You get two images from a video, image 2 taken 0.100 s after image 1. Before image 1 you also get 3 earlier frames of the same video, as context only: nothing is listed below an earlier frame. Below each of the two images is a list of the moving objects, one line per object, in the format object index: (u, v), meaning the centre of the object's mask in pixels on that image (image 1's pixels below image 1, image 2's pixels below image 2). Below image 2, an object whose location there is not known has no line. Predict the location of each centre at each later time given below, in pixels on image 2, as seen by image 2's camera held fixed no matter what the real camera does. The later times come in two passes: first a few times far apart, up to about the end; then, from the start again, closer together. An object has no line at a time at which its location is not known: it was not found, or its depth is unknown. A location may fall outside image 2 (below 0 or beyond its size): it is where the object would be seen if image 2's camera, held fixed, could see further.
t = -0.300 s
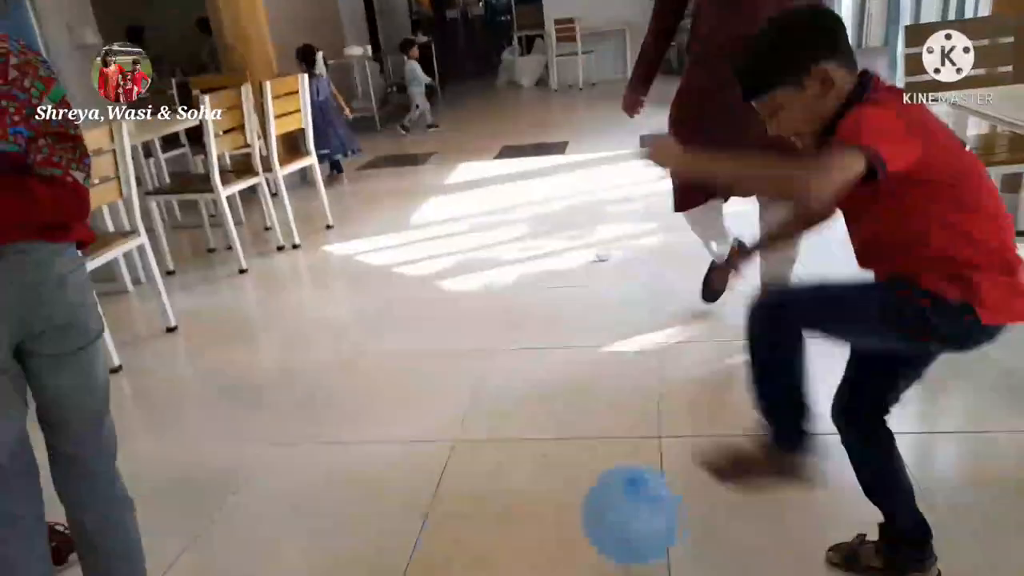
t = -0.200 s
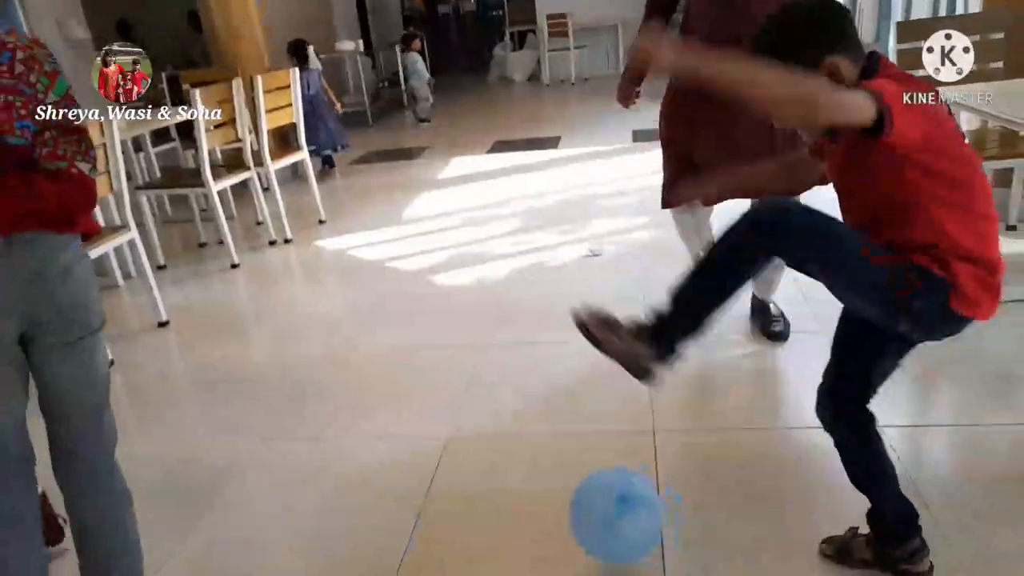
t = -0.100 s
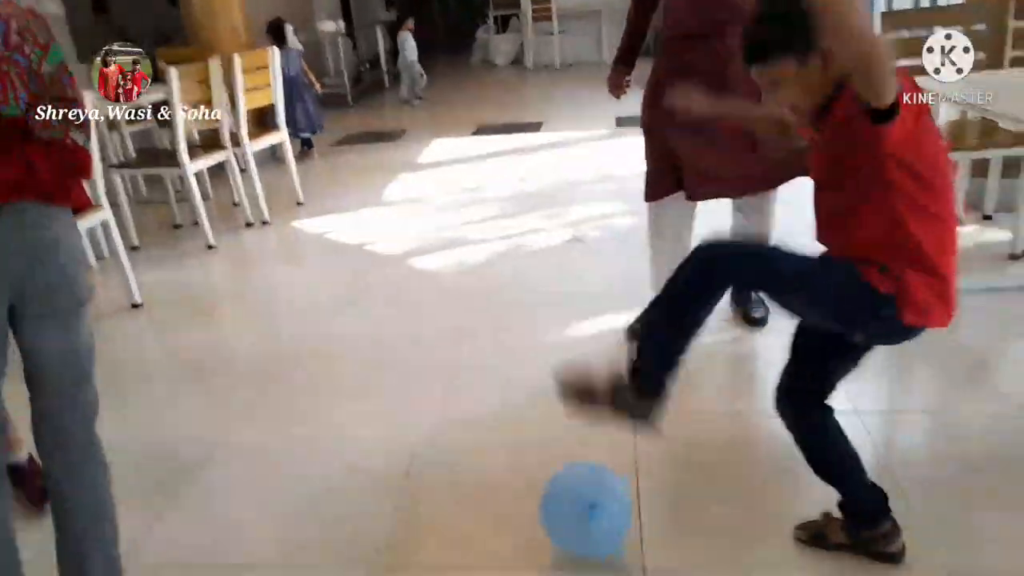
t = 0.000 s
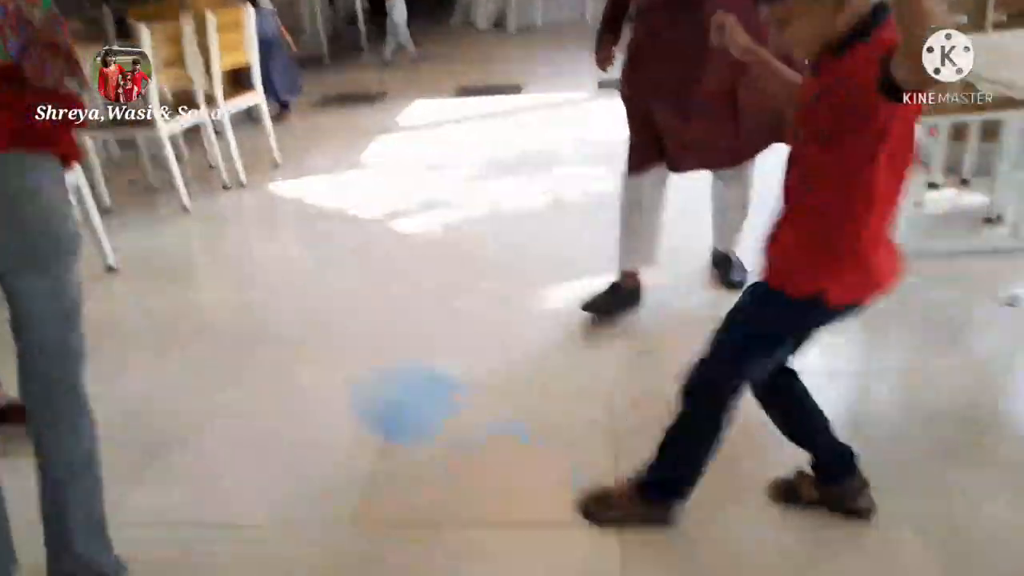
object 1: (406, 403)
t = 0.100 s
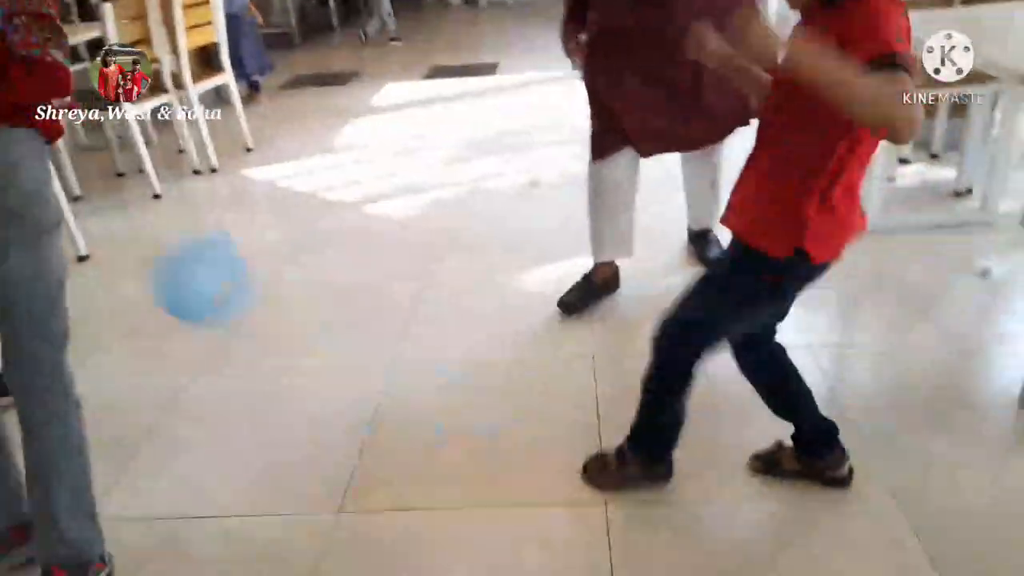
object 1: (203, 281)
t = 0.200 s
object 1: (143, 199)
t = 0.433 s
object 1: (258, 178)
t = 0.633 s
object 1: (320, 202)
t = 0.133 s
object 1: (159, 247)
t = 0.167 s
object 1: (128, 216)
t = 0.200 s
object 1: (143, 199)
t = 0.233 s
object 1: (165, 188)
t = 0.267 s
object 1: (184, 181)
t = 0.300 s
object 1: (201, 178)
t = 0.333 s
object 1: (216, 176)
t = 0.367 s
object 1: (231, 177)
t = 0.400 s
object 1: (245, 176)
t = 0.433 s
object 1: (258, 178)
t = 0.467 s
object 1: (270, 181)
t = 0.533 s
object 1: (294, 190)
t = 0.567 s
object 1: (303, 193)
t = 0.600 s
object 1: (311, 197)
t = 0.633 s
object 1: (320, 202)
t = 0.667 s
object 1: (327, 206)
